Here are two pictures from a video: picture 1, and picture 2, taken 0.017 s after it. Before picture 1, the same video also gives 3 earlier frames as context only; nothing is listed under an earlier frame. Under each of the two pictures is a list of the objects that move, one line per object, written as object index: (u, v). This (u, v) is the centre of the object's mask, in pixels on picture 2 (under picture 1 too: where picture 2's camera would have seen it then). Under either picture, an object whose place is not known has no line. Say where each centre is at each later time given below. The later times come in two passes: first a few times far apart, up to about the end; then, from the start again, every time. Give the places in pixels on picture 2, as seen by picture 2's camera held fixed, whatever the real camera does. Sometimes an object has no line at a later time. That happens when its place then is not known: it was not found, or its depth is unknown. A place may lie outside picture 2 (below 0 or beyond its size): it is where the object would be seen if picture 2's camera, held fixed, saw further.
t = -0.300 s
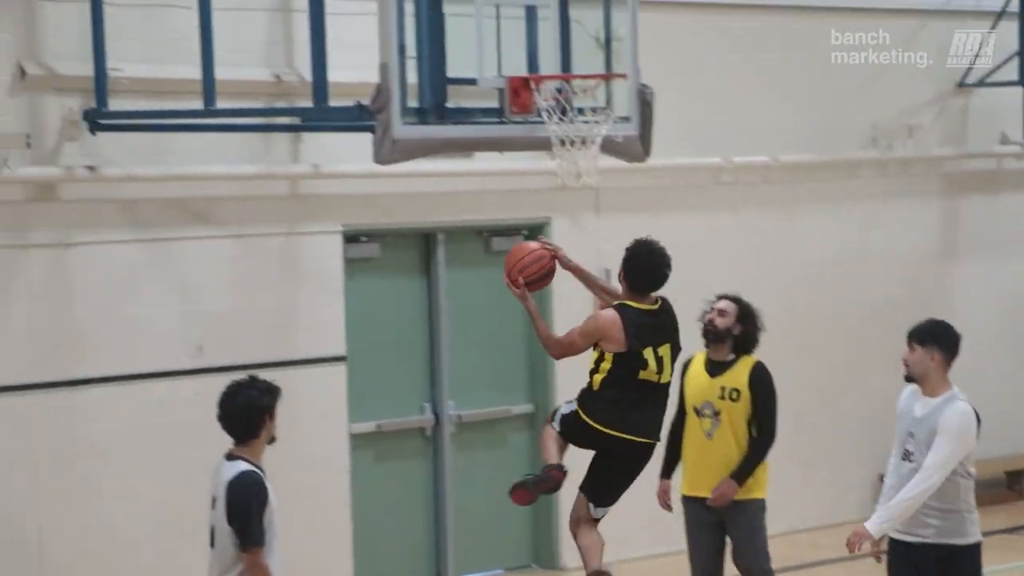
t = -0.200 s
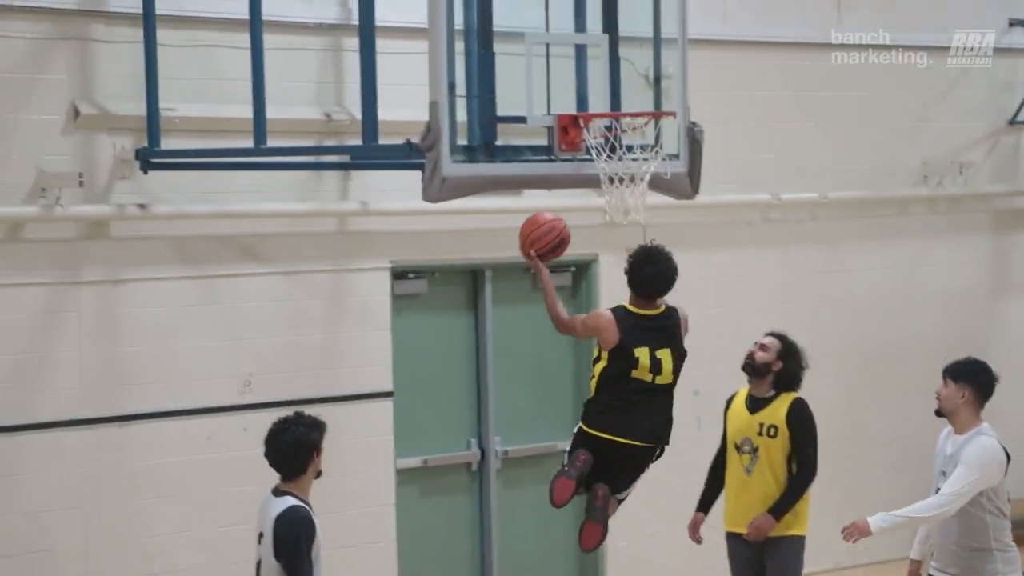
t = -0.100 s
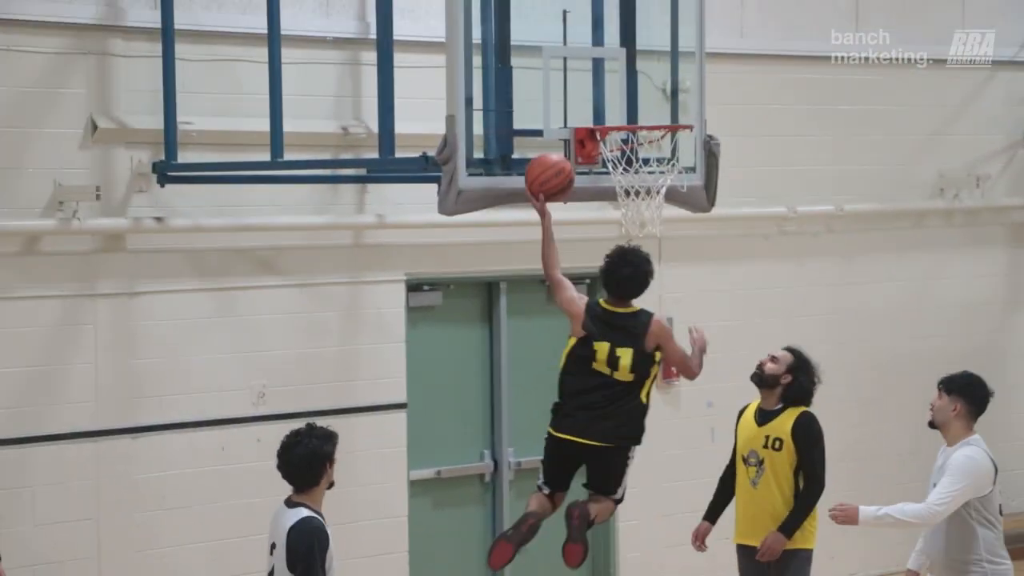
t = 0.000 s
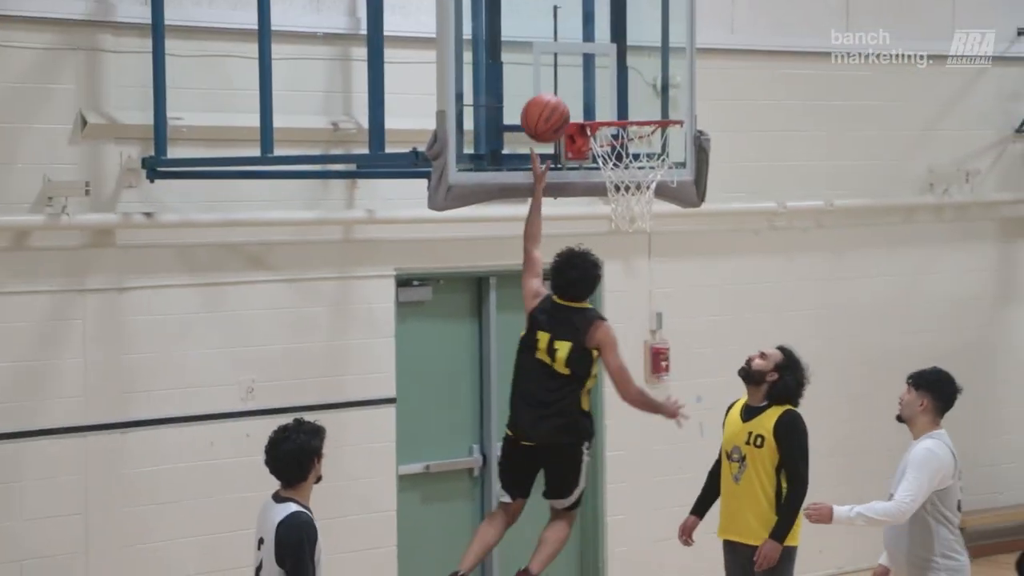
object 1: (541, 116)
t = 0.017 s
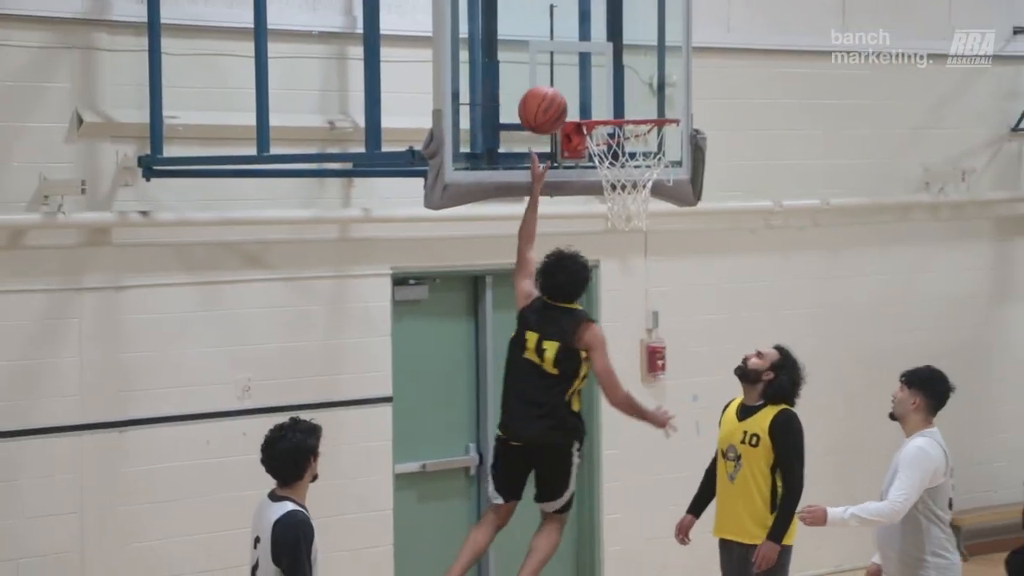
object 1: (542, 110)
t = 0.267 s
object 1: (584, 76)
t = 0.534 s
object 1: (648, 173)
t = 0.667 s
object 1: (662, 232)
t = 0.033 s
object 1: (544, 103)
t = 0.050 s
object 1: (545, 98)
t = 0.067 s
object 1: (546, 92)
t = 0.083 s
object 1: (547, 88)
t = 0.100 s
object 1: (548, 83)
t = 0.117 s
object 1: (549, 80)
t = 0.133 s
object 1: (553, 77)
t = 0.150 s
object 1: (556, 75)
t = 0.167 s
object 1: (560, 73)
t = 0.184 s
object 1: (565, 72)
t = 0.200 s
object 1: (568, 72)
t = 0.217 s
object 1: (573, 72)
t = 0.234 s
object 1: (577, 73)
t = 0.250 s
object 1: (580, 74)
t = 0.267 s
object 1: (584, 76)
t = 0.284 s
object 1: (589, 78)
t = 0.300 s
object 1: (593, 81)
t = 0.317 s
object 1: (597, 84)
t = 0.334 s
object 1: (601, 88)
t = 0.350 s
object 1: (604, 93)
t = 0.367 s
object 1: (609, 97)
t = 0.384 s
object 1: (613, 100)
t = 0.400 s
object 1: (617, 109)
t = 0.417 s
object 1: (622, 117)
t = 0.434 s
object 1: (626, 124)
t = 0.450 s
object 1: (630, 132)
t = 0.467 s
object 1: (632, 143)
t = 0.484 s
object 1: (638, 150)
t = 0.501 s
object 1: (641, 159)
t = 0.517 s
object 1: (644, 167)
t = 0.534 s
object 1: (648, 173)
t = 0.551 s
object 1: (650, 180)
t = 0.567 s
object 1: (652, 186)
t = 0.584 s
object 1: (654, 193)
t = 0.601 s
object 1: (655, 200)
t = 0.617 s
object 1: (656, 207)
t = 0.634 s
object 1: (658, 215)
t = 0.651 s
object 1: (660, 223)
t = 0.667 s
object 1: (662, 232)
